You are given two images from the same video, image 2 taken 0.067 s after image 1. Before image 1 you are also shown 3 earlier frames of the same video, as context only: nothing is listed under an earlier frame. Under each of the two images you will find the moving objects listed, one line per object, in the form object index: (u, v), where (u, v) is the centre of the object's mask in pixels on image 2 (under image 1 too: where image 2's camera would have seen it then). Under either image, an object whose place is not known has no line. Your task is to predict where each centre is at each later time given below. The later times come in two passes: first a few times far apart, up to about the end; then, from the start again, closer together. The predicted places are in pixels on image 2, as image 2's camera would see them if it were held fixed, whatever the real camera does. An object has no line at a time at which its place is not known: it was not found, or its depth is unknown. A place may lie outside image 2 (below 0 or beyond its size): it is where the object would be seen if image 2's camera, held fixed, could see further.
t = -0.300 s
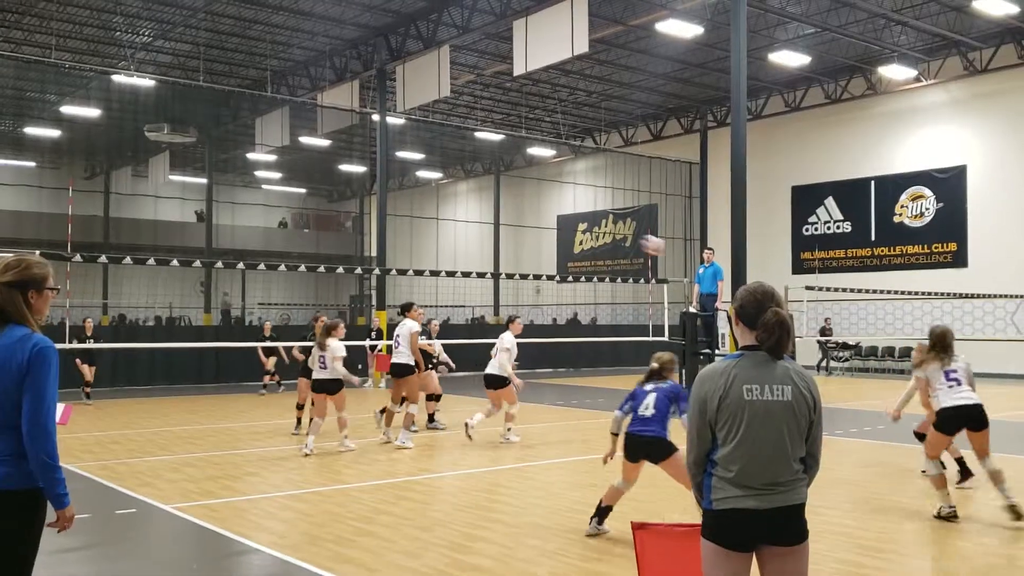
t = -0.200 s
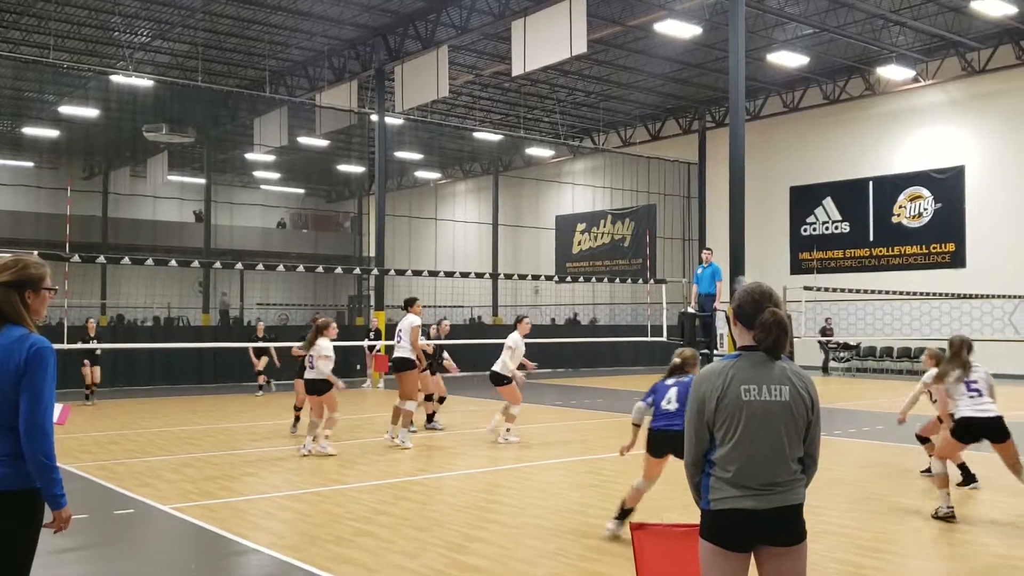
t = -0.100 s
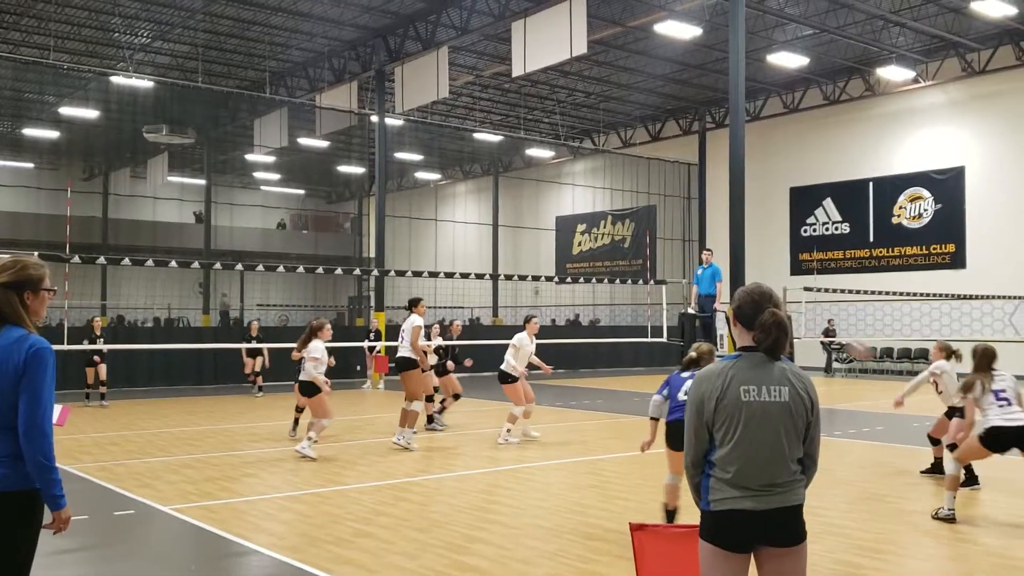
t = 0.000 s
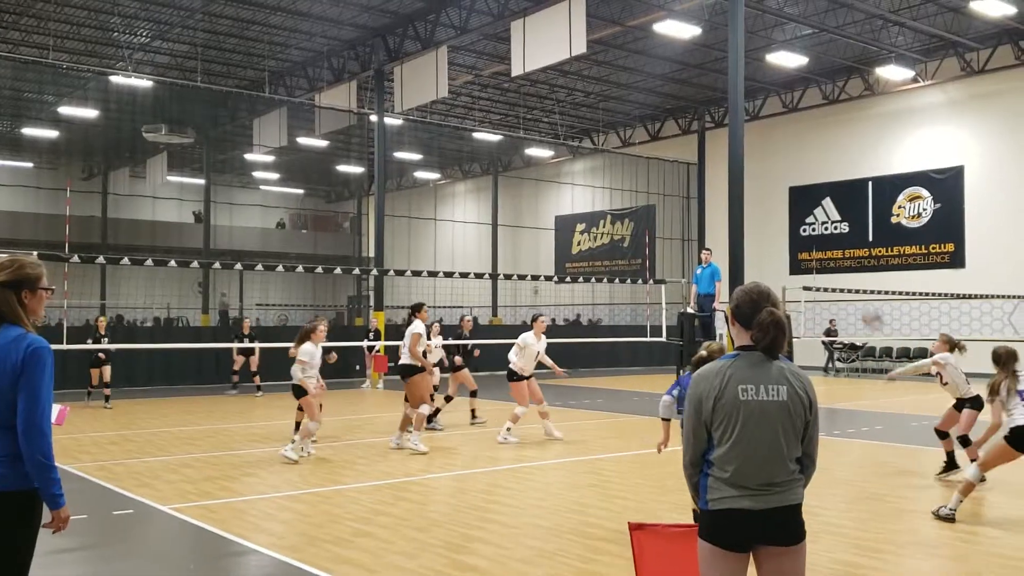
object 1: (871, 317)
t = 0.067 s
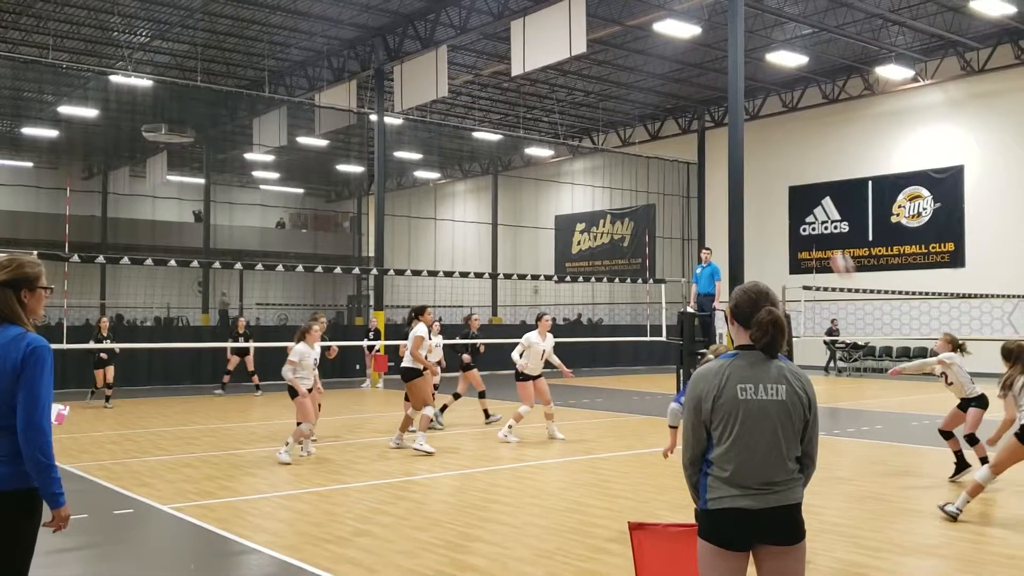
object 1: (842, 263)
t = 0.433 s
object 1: (709, 87)
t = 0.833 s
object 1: (596, 49)
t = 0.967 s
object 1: (561, 65)
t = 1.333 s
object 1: (479, 168)
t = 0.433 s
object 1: (709, 87)
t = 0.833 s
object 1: (596, 49)
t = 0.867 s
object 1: (588, 52)
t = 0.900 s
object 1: (578, 55)
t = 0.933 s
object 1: (570, 60)
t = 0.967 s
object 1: (561, 65)
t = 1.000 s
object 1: (553, 71)
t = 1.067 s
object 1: (538, 85)
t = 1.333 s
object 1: (479, 168)
